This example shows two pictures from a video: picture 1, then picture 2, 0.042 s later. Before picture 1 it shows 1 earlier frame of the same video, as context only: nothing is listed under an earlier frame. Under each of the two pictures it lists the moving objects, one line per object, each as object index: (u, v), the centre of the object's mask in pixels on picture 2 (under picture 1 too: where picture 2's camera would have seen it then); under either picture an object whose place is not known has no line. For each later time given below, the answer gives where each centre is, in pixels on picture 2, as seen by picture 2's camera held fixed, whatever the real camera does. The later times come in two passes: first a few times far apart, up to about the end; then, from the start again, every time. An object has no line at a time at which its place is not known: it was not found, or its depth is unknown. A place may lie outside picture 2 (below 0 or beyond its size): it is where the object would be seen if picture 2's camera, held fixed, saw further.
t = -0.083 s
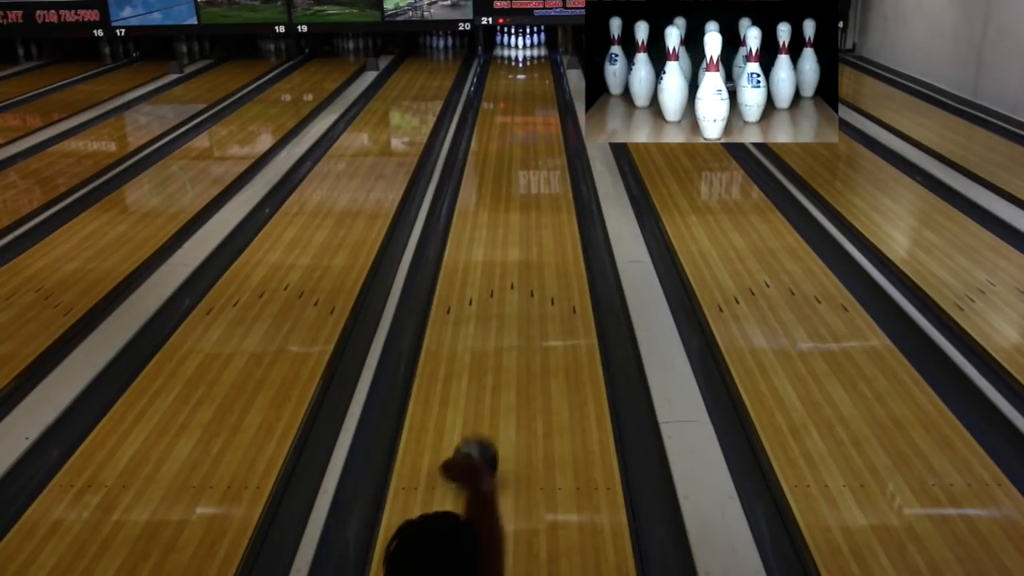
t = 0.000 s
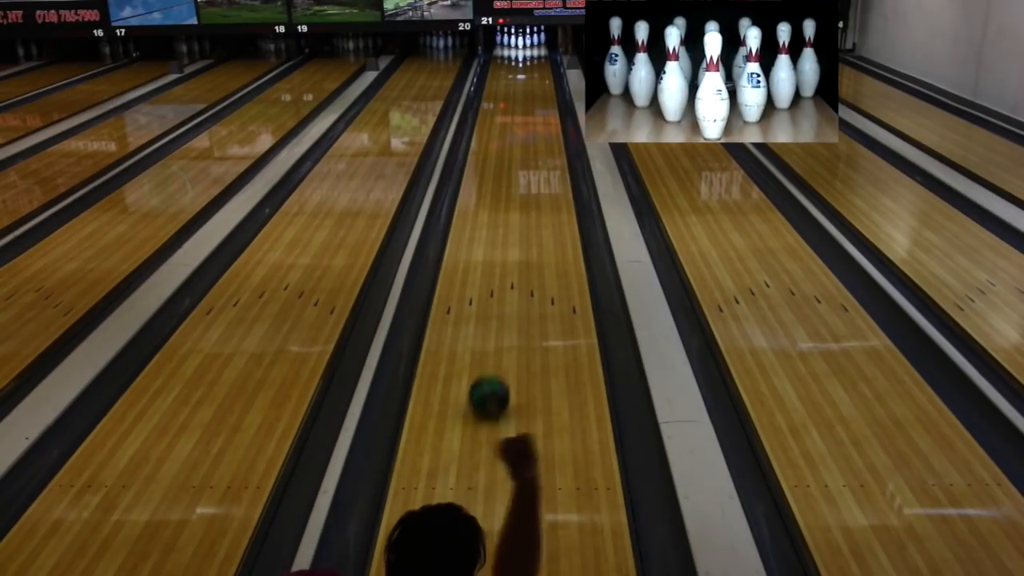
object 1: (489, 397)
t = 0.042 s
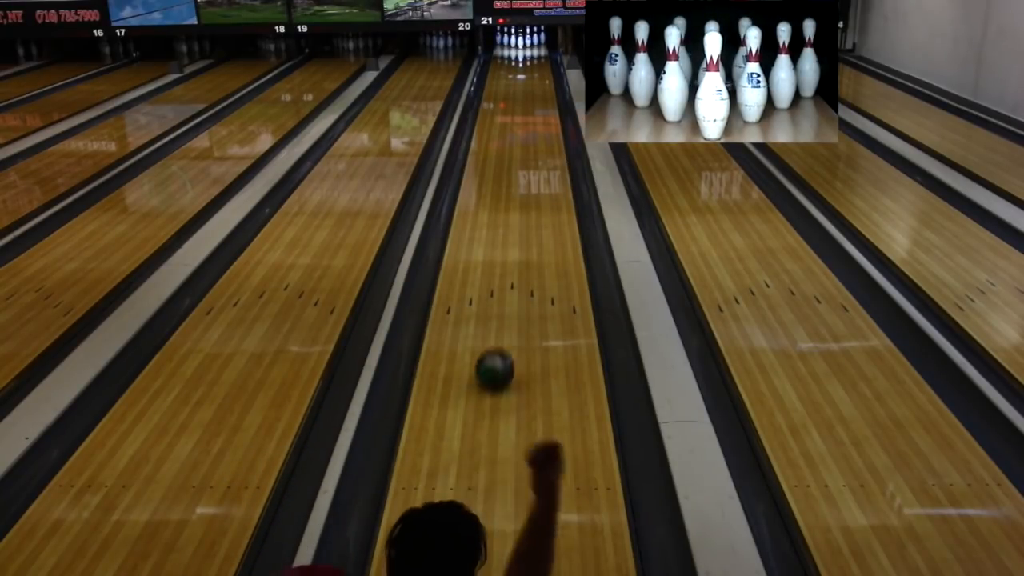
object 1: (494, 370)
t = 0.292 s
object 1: (519, 257)
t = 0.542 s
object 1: (532, 191)
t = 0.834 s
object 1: (541, 141)
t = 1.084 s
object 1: (545, 110)
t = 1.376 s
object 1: (546, 85)
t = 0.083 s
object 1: (499, 346)
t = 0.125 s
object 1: (504, 324)
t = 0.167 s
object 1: (508, 305)
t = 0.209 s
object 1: (512, 287)
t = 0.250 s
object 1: (515, 271)
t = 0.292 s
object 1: (519, 257)
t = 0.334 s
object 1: (521, 244)
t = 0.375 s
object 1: (524, 232)
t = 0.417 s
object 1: (526, 221)
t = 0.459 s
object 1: (528, 210)
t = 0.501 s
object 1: (530, 201)
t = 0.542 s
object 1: (532, 191)
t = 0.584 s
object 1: (533, 182)
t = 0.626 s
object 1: (535, 174)
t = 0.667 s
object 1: (536, 167)
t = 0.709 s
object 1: (537, 159)
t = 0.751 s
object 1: (539, 153)
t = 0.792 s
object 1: (540, 146)
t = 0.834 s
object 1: (541, 141)
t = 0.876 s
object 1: (542, 135)
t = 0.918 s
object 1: (543, 129)
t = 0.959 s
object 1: (543, 124)
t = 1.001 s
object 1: (544, 119)
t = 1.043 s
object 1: (545, 115)
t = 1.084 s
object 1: (545, 110)
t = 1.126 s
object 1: (545, 107)
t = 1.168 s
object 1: (546, 102)
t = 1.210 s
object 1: (546, 99)
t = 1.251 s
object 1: (546, 95)
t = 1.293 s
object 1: (546, 92)
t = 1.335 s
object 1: (546, 88)
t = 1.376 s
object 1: (546, 85)
